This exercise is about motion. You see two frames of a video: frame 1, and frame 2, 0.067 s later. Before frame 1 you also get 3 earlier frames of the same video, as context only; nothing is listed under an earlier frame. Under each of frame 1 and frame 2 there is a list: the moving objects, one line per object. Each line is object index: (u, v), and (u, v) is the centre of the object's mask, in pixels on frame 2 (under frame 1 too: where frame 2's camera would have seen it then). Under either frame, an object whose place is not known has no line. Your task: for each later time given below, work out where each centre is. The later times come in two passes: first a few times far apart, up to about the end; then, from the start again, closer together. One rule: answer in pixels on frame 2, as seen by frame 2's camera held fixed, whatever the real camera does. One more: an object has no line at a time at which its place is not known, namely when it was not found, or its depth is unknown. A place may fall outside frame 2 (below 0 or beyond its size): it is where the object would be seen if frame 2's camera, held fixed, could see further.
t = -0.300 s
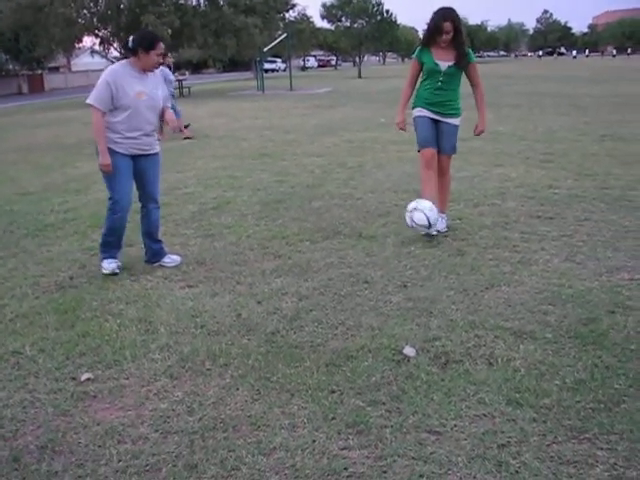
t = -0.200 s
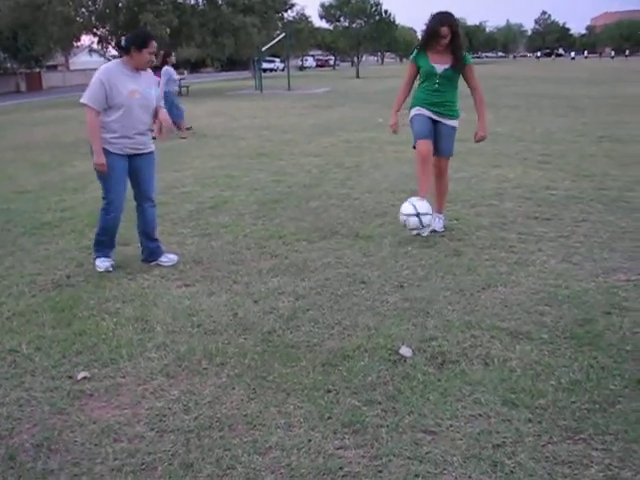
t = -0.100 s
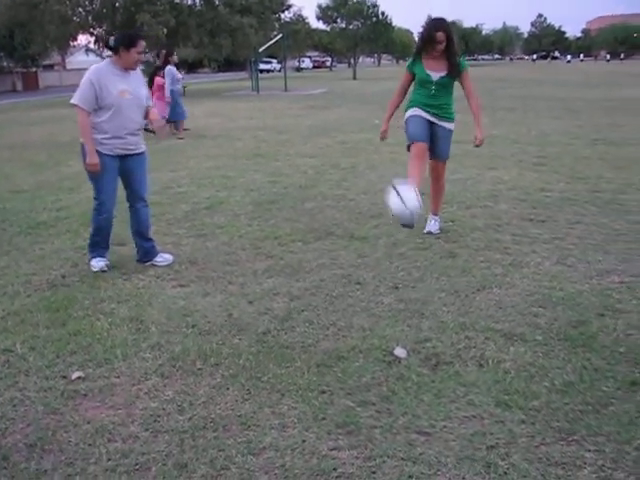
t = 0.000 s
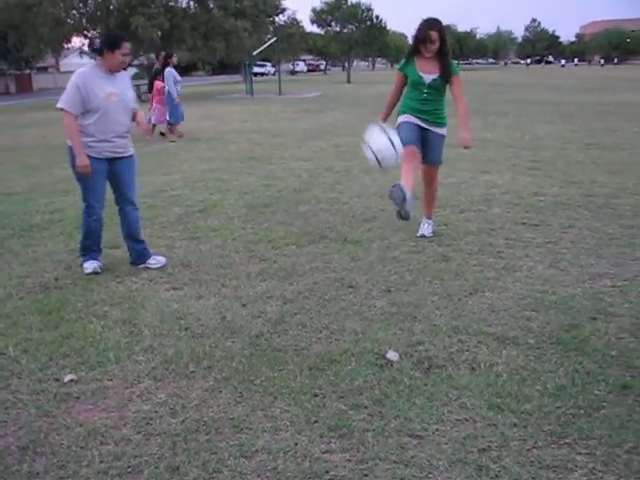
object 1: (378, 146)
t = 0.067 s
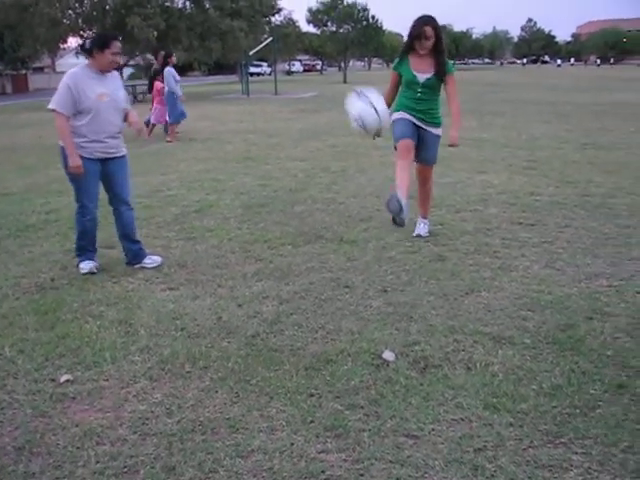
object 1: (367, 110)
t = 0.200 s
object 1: (338, 52)
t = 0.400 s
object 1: (281, 18)
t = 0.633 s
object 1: (178, 132)
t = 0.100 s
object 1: (360, 93)
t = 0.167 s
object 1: (346, 63)
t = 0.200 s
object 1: (338, 52)
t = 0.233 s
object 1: (331, 42)
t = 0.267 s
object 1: (322, 33)
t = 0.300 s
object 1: (313, 28)
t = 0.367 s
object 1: (291, 19)
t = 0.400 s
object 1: (281, 18)
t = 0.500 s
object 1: (242, 38)
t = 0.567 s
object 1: (213, 72)
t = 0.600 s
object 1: (196, 98)
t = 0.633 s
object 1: (178, 132)
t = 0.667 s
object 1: (160, 172)
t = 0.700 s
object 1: (139, 219)
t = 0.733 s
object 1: (117, 279)
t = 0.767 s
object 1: (97, 346)
